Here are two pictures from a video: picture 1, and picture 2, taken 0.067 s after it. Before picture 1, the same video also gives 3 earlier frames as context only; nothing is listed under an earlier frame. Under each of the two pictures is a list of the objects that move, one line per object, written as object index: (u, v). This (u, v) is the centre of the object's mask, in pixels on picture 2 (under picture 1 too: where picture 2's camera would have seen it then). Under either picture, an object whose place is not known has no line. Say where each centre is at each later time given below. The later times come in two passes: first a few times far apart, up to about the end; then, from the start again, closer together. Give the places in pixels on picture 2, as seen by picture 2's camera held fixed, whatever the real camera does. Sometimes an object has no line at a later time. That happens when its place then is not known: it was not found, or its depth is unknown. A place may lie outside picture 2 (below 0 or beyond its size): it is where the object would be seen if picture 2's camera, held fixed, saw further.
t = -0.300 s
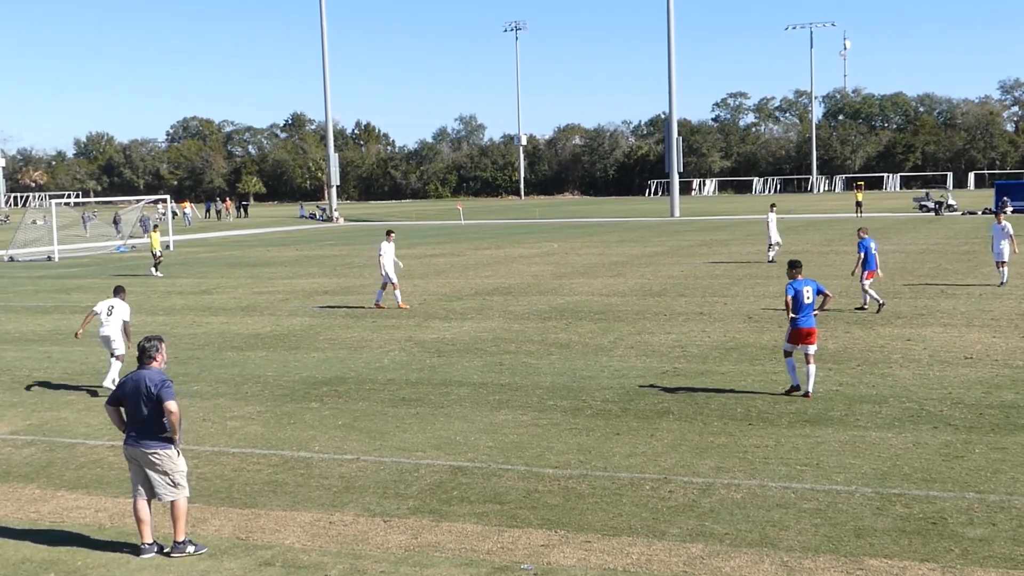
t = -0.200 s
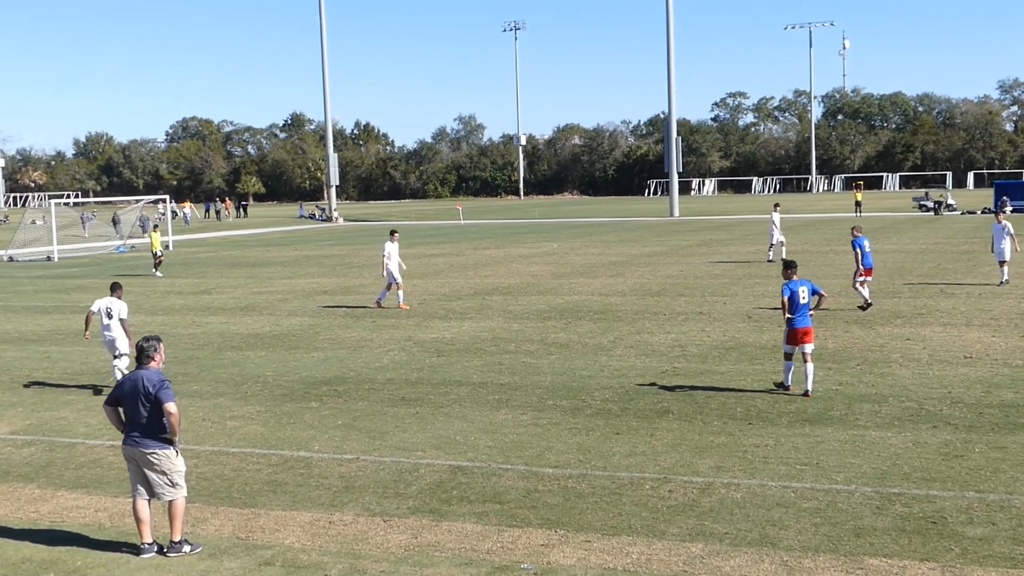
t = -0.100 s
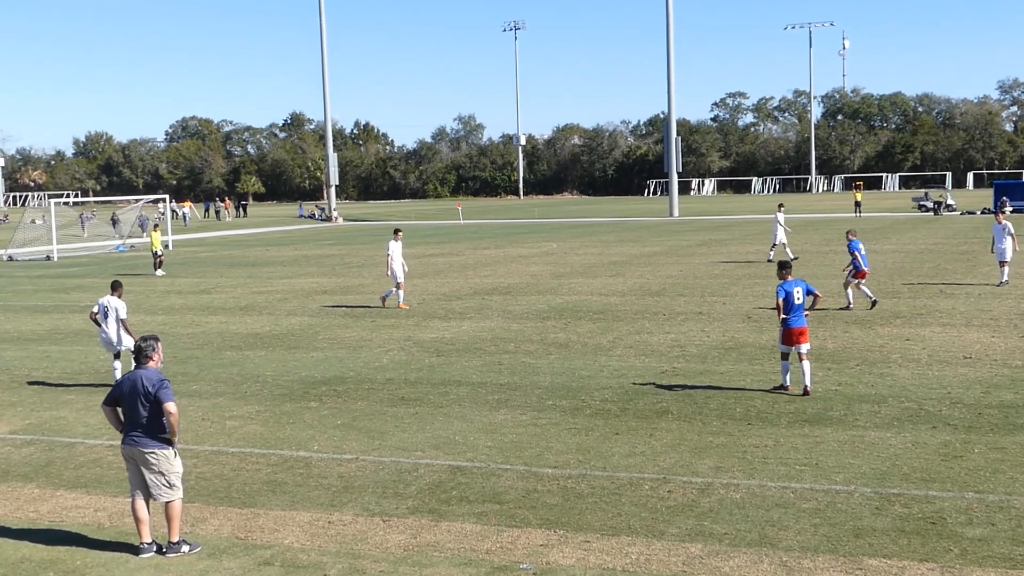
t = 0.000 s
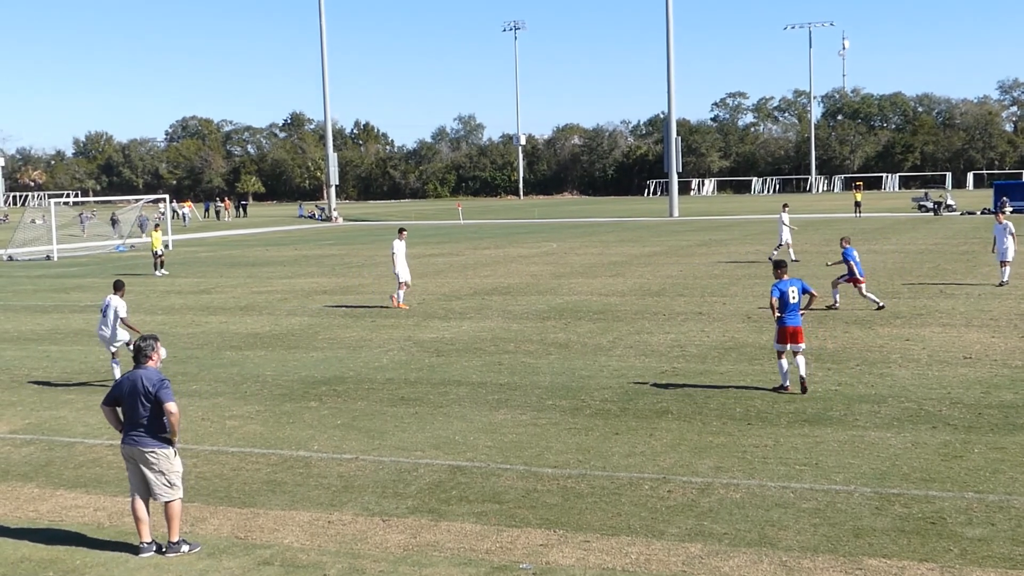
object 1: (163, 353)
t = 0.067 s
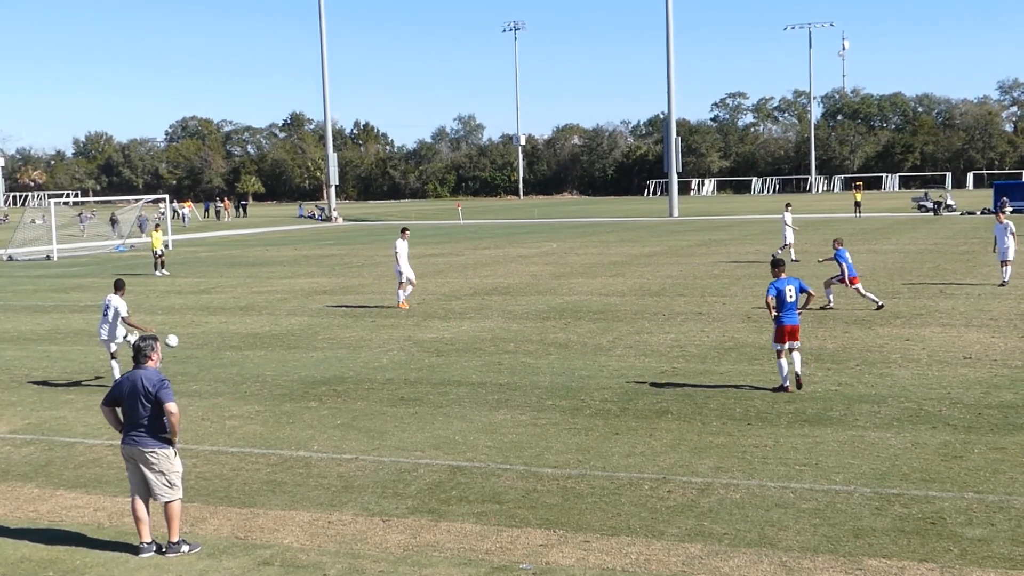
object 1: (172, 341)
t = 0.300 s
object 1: (204, 325)
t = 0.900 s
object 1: (236, 292)
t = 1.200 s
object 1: (241, 287)
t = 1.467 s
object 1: (245, 282)
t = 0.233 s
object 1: (196, 326)
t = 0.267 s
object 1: (200, 325)
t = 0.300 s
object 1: (204, 325)
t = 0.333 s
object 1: (208, 325)
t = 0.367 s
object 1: (210, 320)
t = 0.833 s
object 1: (235, 295)
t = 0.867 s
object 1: (235, 293)
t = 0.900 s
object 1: (236, 292)
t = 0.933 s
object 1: (236, 291)
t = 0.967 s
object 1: (238, 291)
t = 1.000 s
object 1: (238, 292)
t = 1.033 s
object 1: (238, 292)
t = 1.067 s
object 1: (239, 290)
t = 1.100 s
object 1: (240, 288)
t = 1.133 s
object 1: (240, 287)
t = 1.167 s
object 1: (241, 287)
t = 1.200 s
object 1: (241, 287)
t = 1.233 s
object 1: (242, 287)
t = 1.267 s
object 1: (242, 286)
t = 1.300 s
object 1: (243, 284)
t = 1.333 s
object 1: (243, 283)
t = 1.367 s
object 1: (243, 282)
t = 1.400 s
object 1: (244, 282)
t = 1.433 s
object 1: (244, 282)
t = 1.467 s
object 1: (245, 282)
